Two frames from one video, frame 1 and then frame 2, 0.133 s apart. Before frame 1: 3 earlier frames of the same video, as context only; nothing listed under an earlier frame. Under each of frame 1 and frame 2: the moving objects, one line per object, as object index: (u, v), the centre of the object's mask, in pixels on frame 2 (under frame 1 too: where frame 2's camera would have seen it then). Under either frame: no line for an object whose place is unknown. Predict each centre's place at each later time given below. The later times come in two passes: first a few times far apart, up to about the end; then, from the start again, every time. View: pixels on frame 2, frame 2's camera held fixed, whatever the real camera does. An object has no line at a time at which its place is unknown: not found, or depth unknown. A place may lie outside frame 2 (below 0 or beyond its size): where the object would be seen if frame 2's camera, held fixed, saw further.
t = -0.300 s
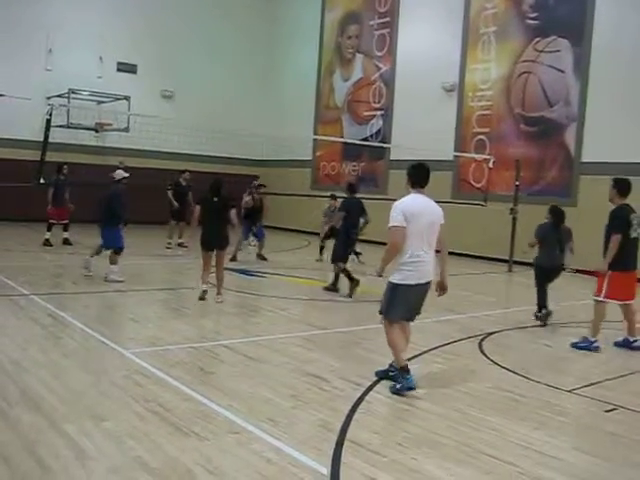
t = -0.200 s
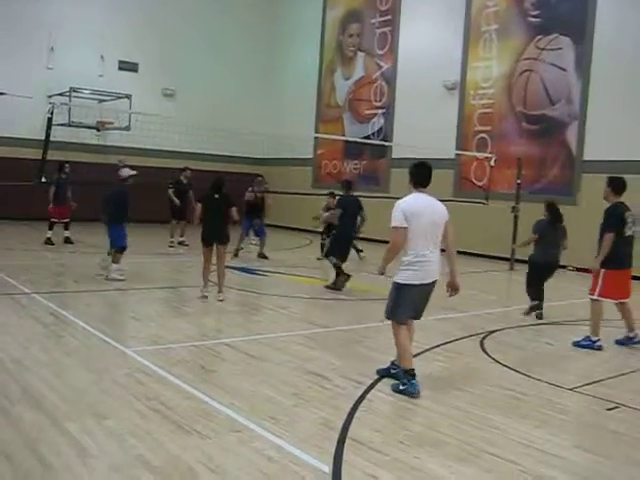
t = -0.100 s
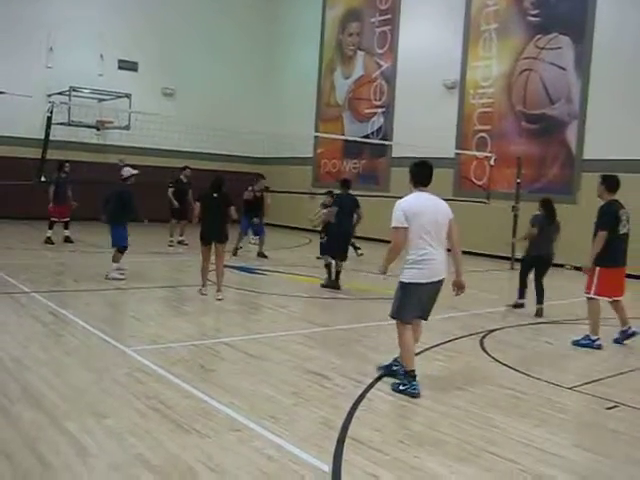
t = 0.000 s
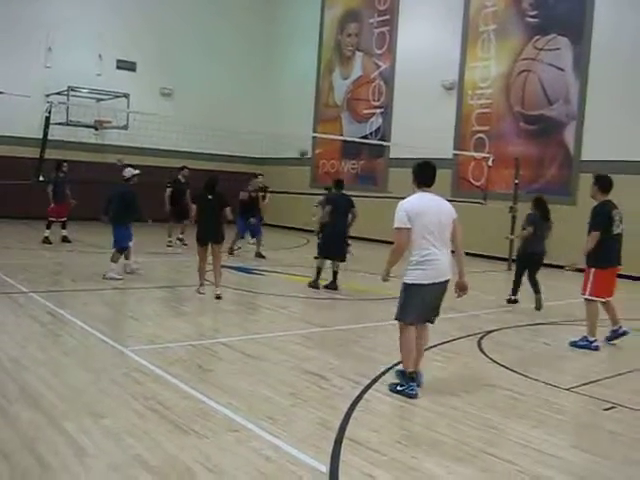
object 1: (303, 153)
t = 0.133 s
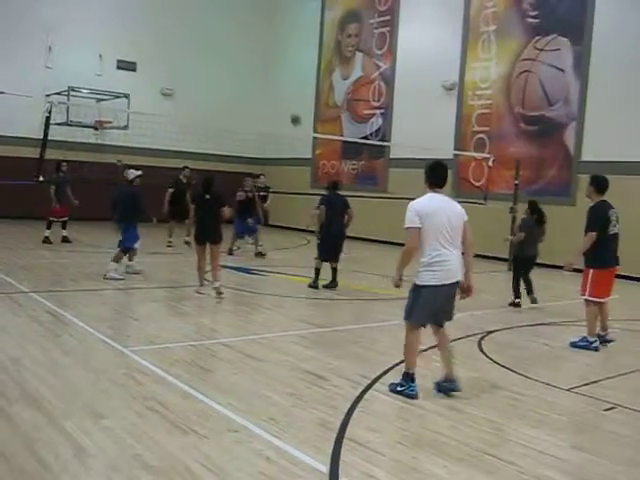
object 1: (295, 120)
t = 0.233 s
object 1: (288, 100)
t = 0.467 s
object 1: (271, 70)
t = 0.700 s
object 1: (250, 68)
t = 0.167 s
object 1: (293, 113)
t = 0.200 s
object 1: (291, 106)
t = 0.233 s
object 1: (288, 100)
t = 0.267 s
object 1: (286, 94)
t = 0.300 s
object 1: (285, 89)
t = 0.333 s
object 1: (281, 83)
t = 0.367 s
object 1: (279, 79)
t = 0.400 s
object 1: (277, 75)
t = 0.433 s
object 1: (274, 73)
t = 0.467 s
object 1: (271, 70)
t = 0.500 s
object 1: (269, 68)
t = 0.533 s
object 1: (266, 67)
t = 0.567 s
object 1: (263, 65)
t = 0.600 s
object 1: (261, 65)
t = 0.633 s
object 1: (258, 65)
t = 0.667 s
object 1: (254, 67)
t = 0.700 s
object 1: (250, 68)
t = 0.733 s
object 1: (247, 70)
